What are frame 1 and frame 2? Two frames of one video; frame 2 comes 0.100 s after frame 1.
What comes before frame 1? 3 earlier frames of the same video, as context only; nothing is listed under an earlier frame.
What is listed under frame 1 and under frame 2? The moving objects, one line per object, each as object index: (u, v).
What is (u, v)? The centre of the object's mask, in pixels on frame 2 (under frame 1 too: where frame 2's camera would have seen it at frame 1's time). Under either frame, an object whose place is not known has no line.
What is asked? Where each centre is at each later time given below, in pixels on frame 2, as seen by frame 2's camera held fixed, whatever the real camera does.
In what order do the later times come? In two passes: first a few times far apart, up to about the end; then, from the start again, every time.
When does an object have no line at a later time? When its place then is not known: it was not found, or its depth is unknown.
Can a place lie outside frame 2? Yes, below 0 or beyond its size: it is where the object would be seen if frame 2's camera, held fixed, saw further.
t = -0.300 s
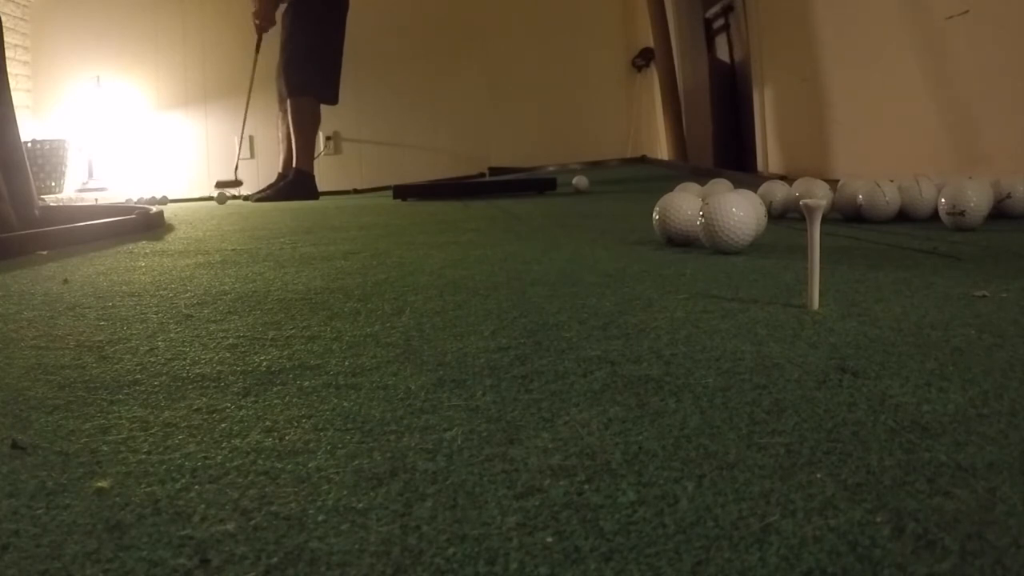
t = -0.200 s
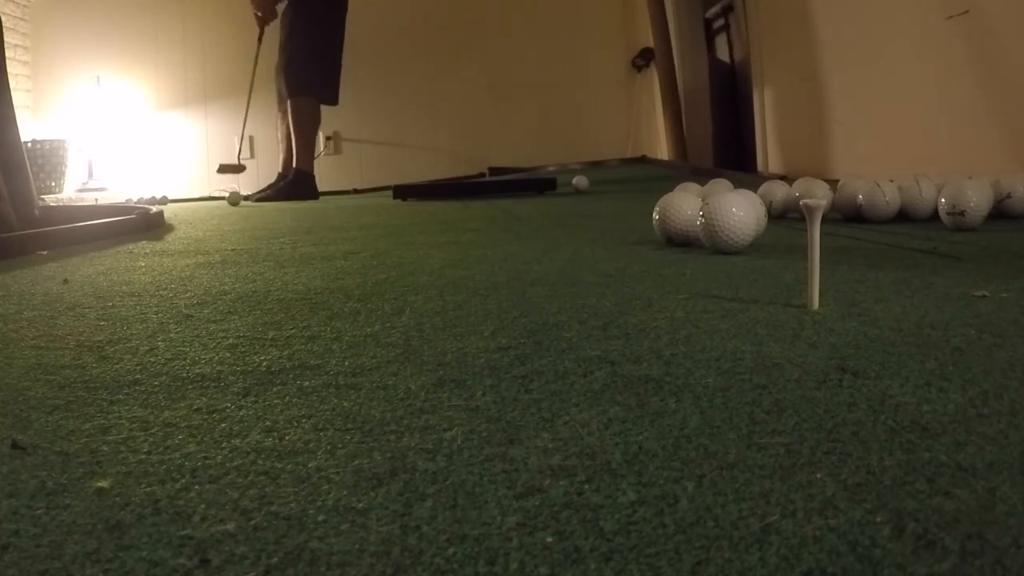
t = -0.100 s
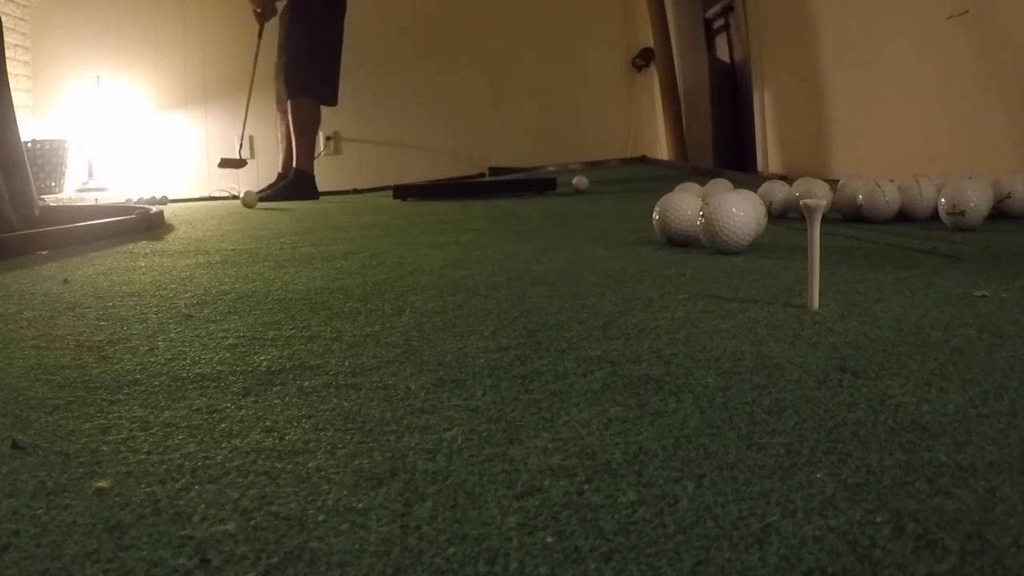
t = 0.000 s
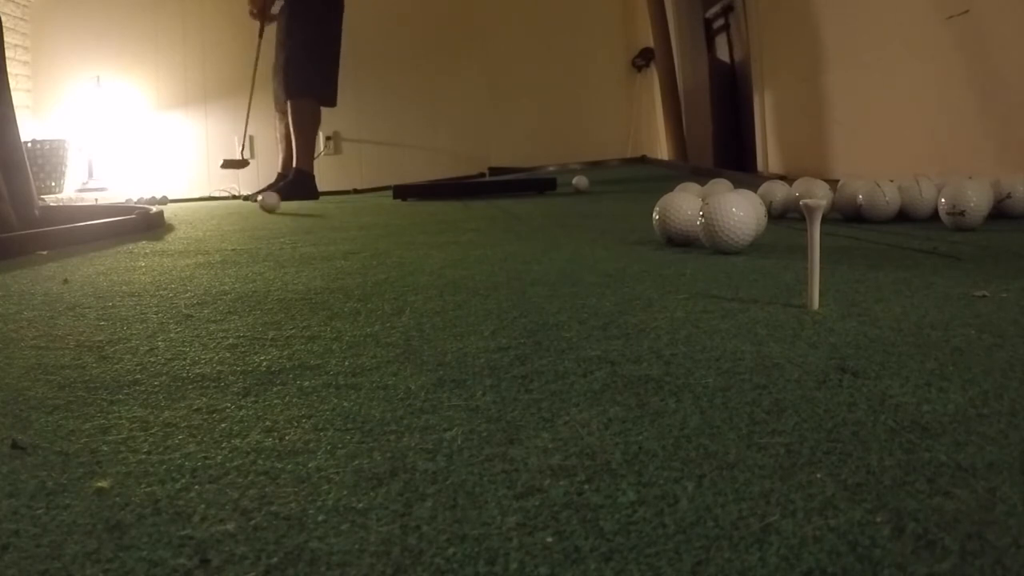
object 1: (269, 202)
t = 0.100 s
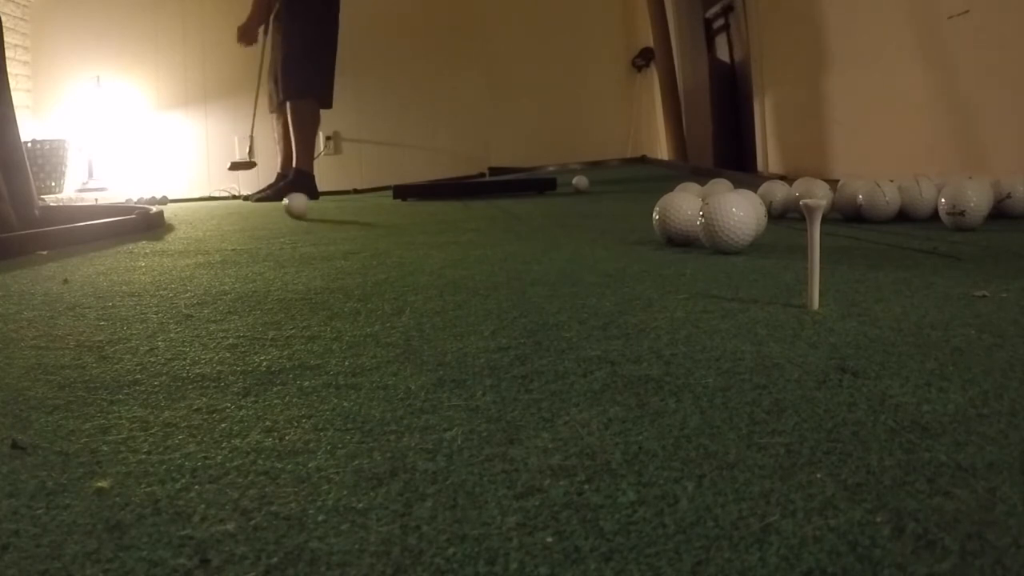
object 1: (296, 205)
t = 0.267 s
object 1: (372, 215)
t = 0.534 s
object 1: (745, 256)
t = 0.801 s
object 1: (149, 417)
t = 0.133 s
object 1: (308, 207)
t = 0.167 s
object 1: (320, 208)
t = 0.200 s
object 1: (336, 210)
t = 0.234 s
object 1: (353, 213)
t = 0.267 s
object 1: (372, 215)
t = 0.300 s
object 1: (394, 217)
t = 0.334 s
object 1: (420, 220)
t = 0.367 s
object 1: (452, 224)
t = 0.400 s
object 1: (488, 227)
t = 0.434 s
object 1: (533, 232)
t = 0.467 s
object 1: (588, 237)
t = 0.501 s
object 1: (656, 245)
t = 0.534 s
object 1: (745, 256)
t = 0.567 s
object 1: (717, 267)
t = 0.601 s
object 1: (661, 280)
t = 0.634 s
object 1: (603, 297)
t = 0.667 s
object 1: (537, 320)
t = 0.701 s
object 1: (460, 341)
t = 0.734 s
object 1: (372, 360)
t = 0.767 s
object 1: (270, 388)
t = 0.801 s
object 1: (149, 417)
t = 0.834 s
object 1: (68, 448)
